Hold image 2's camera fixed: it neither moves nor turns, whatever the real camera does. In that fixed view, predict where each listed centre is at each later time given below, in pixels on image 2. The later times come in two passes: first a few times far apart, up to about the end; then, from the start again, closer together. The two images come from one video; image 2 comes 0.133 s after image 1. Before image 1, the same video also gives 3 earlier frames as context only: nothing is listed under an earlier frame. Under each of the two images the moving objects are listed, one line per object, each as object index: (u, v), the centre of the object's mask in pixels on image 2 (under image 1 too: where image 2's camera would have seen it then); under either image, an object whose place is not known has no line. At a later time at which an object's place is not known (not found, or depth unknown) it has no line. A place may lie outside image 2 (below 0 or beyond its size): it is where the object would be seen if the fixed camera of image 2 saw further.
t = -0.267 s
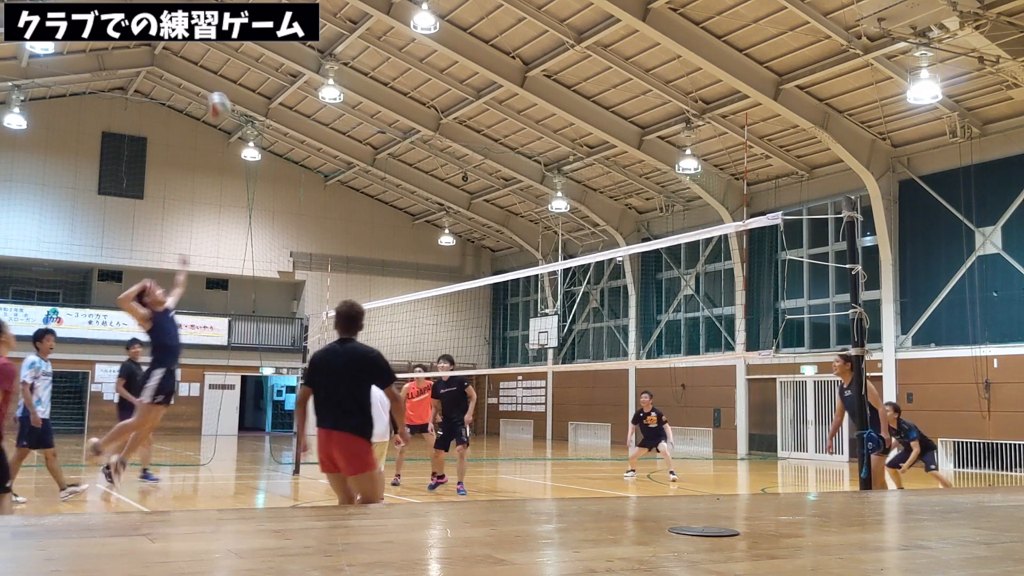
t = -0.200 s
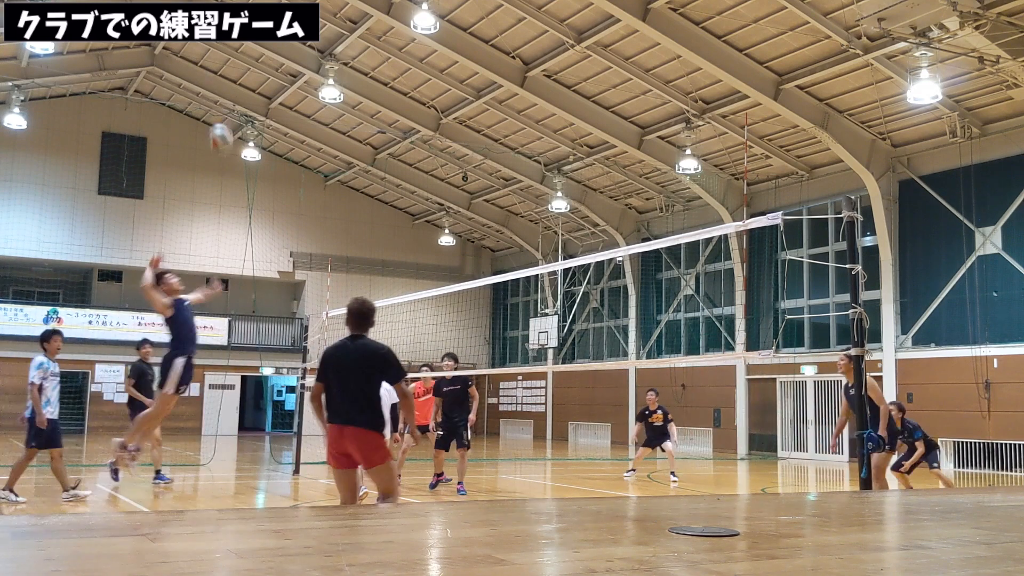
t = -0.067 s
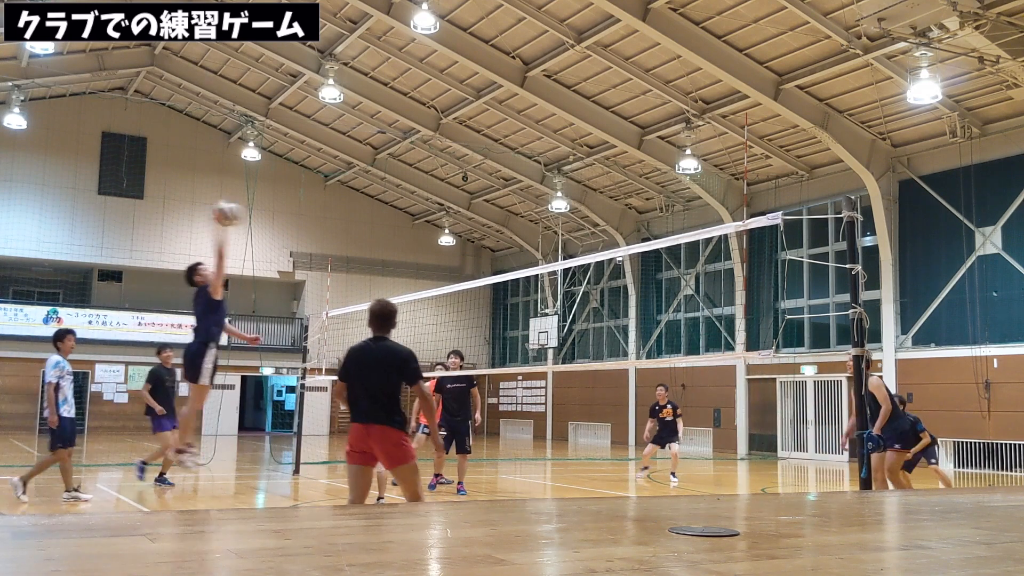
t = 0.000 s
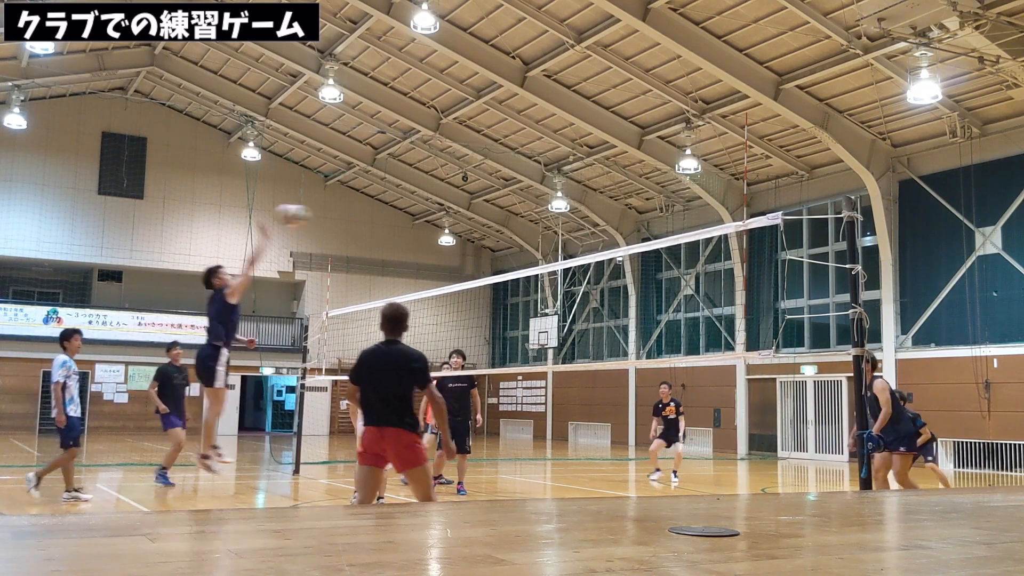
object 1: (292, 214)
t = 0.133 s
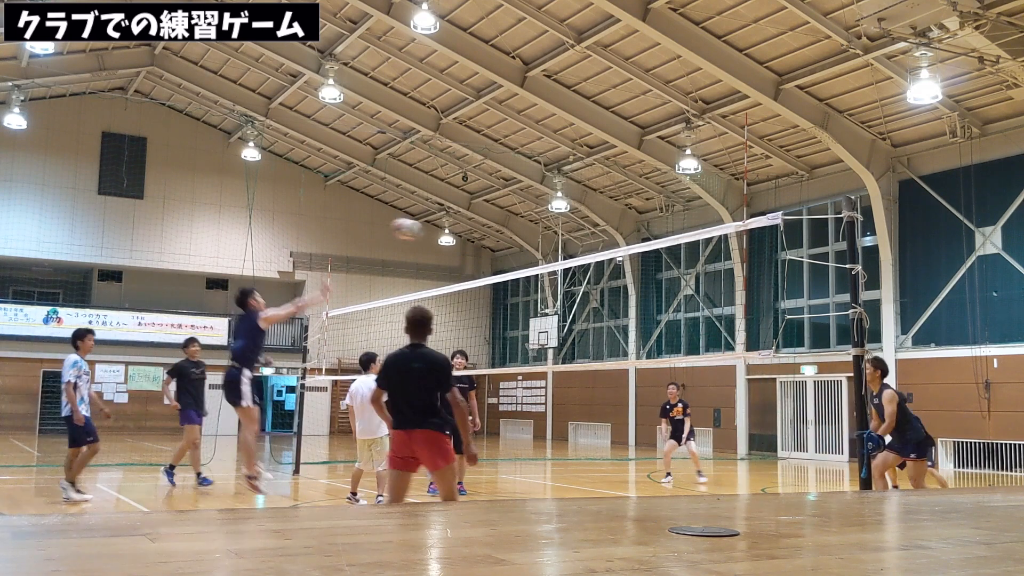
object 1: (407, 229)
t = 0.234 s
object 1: (479, 250)
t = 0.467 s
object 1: (615, 324)
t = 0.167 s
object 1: (429, 234)
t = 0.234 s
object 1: (479, 250)
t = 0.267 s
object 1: (500, 258)
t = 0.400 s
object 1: (580, 299)
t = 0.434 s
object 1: (597, 311)
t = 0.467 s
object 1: (615, 324)
